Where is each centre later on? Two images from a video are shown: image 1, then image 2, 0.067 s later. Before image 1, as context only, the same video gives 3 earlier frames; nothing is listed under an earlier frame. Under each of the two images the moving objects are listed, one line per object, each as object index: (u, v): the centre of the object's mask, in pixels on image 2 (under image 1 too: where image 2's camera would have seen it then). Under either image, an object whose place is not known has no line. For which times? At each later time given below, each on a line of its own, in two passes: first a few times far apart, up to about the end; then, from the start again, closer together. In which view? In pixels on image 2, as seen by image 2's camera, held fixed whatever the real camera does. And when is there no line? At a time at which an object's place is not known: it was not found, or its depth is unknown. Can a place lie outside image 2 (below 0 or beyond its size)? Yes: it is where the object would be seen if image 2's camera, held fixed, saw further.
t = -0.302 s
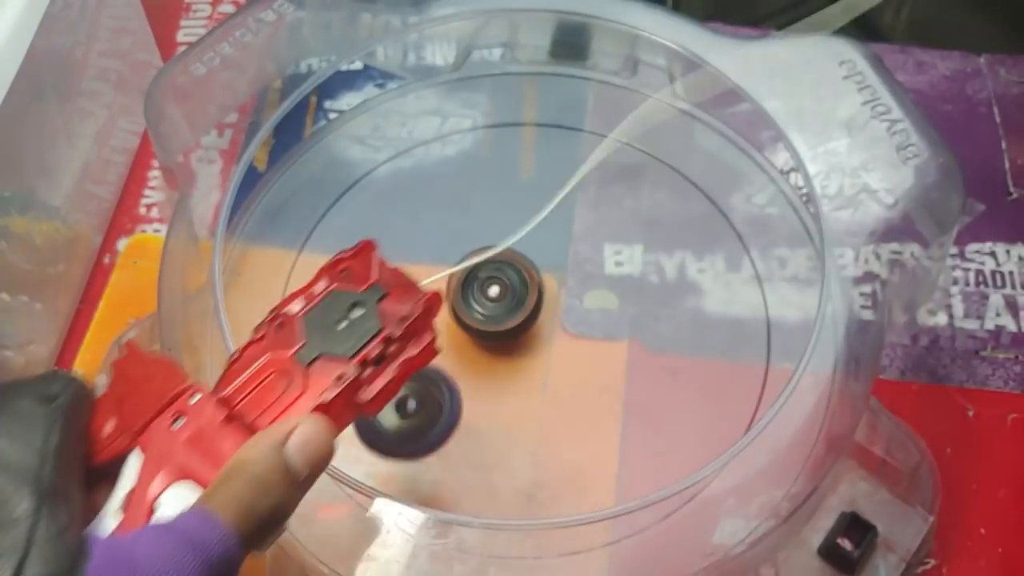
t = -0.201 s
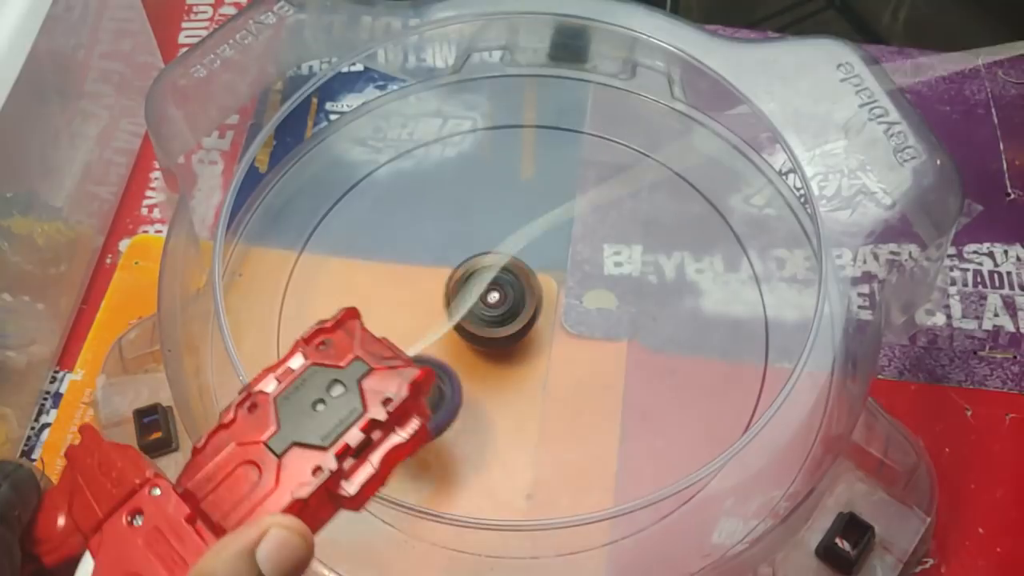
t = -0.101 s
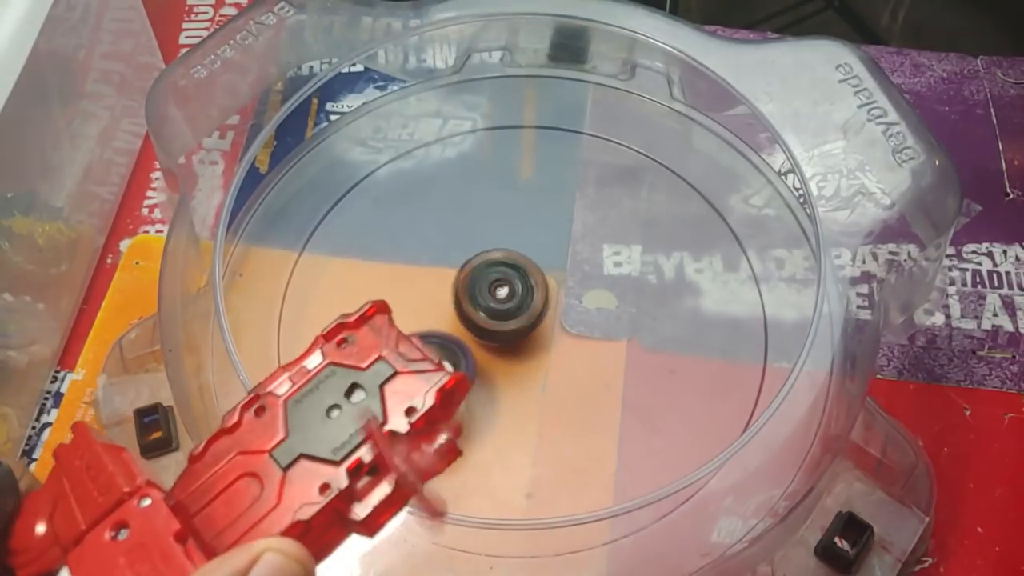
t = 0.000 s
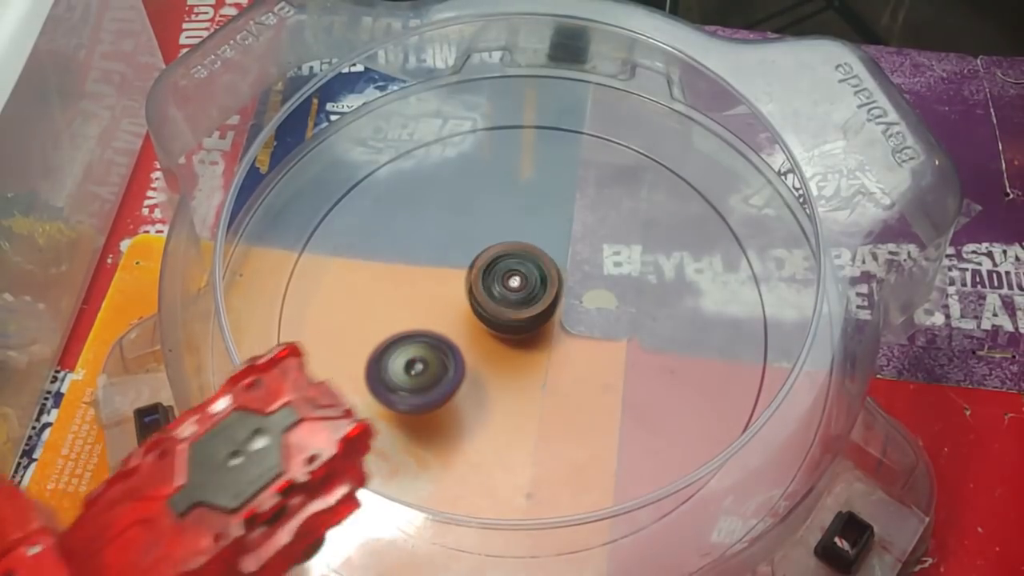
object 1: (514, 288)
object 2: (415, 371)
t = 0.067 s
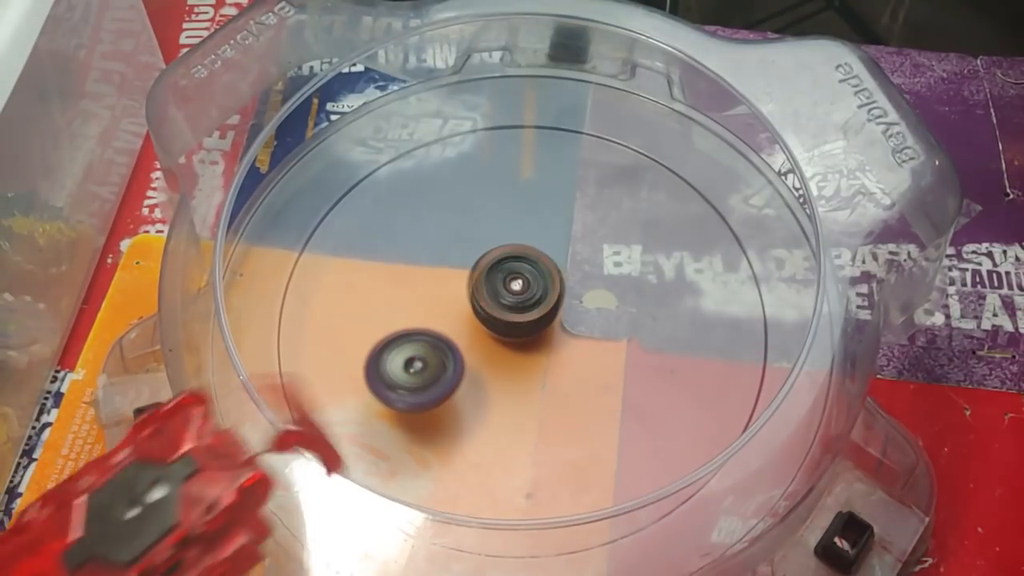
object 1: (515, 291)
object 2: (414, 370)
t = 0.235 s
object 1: (524, 297)
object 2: (436, 366)
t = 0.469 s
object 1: (562, 294)
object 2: (452, 355)
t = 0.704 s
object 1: (605, 289)
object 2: (386, 325)
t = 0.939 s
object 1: (610, 288)
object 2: (384, 341)
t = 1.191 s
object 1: (606, 293)
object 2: (448, 331)
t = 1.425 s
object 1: (606, 327)
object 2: (501, 271)
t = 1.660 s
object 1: (601, 374)
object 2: (497, 213)
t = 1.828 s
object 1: (597, 389)
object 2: (506, 199)
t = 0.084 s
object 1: (517, 292)
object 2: (414, 370)
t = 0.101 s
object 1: (518, 292)
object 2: (414, 370)
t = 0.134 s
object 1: (519, 293)
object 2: (417, 369)
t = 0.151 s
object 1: (519, 293)
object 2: (418, 369)
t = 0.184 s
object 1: (522, 296)
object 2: (425, 368)
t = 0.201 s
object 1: (523, 296)
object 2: (428, 366)
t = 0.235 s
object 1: (524, 297)
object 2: (436, 366)
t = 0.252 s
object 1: (525, 297)
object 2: (440, 366)
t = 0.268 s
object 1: (525, 299)
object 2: (445, 365)
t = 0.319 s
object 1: (530, 301)
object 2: (456, 362)
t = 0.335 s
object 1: (531, 300)
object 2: (460, 360)
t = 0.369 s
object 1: (535, 299)
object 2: (464, 360)
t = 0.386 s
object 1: (536, 299)
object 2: (466, 359)
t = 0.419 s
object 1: (541, 298)
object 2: (466, 358)
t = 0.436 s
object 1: (547, 297)
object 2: (461, 356)
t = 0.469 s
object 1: (562, 294)
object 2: (452, 355)
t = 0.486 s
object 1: (569, 292)
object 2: (447, 353)
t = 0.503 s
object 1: (574, 291)
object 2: (442, 351)
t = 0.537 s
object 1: (585, 290)
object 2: (431, 346)
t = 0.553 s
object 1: (588, 290)
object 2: (426, 343)
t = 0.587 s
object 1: (593, 289)
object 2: (416, 338)
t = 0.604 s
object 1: (596, 289)
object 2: (409, 335)
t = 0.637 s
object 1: (600, 289)
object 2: (400, 331)
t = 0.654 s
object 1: (602, 292)
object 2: (397, 329)
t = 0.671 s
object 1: (603, 289)
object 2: (393, 327)
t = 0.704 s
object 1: (605, 289)
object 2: (386, 325)
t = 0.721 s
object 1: (606, 289)
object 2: (383, 324)
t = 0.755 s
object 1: (607, 289)
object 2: (378, 325)
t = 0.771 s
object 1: (608, 289)
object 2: (377, 325)
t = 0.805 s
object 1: (609, 289)
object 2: (374, 329)
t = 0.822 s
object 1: (609, 288)
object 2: (374, 331)
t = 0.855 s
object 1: (610, 288)
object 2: (375, 334)
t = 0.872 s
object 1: (609, 288)
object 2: (376, 335)
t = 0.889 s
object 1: (610, 288)
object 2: (378, 337)
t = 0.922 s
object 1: (610, 288)
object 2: (382, 339)
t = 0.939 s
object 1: (610, 288)
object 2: (384, 341)
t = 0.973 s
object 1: (610, 289)
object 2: (390, 344)
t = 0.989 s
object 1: (610, 289)
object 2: (393, 345)
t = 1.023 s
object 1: (610, 289)
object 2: (401, 346)
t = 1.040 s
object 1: (610, 289)
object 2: (404, 346)
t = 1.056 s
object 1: (610, 290)
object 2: (408, 346)
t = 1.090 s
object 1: (609, 290)
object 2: (417, 344)
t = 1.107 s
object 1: (609, 290)
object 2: (422, 343)
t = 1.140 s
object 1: (608, 291)
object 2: (432, 339)
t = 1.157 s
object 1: (607, 292)
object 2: (437, 337)
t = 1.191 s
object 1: (606, 293)
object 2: (448, 331)
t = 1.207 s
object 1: (606, 294)
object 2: (453, 328)
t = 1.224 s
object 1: (605, 295)
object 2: (459, 324)
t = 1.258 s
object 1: (603, 297)
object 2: (469, 317)
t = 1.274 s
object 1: (602, 298)
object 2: (475, 314)
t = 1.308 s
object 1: (600, 302)
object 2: (484, 306)
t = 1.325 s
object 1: (599, 304)
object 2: (490, 303)
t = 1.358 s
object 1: (597, 308)
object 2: (499, 294)
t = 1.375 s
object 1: (597, 311)
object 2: (503, 291)
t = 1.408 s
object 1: (604, 322)
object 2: (502, 277)
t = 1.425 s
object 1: (606, 327)
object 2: (501, 271)
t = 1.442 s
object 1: (607, 333)
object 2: (500, 265)
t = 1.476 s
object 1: (608, 343)
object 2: (499, 255)
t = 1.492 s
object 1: (608, 347)
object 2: (498, 249)
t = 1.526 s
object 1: (607, 354)
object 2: (498, 240)
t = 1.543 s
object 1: (606, 357)
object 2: (496, 236)
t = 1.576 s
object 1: (605, 363)
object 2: (497, 228)
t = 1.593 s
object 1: (604, 365)
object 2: (496, 225)
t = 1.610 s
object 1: (603, 368)
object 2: (496, 221)
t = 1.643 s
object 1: (602, 373)
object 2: (496, 216)
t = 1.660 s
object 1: (601, 374)
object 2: (497, 213)
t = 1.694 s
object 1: (601, 379)
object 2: (497, 209)
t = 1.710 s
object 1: (600, 380)
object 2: (498, 206)
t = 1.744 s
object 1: (599, 383)
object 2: (500, 204)
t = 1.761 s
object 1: (599, 385)
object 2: (500, 202)
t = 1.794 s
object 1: (598, 386)
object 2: (503, 201)
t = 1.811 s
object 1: (597, 387)
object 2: (504, 200)
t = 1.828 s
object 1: (597, 389)
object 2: (506, 199)
